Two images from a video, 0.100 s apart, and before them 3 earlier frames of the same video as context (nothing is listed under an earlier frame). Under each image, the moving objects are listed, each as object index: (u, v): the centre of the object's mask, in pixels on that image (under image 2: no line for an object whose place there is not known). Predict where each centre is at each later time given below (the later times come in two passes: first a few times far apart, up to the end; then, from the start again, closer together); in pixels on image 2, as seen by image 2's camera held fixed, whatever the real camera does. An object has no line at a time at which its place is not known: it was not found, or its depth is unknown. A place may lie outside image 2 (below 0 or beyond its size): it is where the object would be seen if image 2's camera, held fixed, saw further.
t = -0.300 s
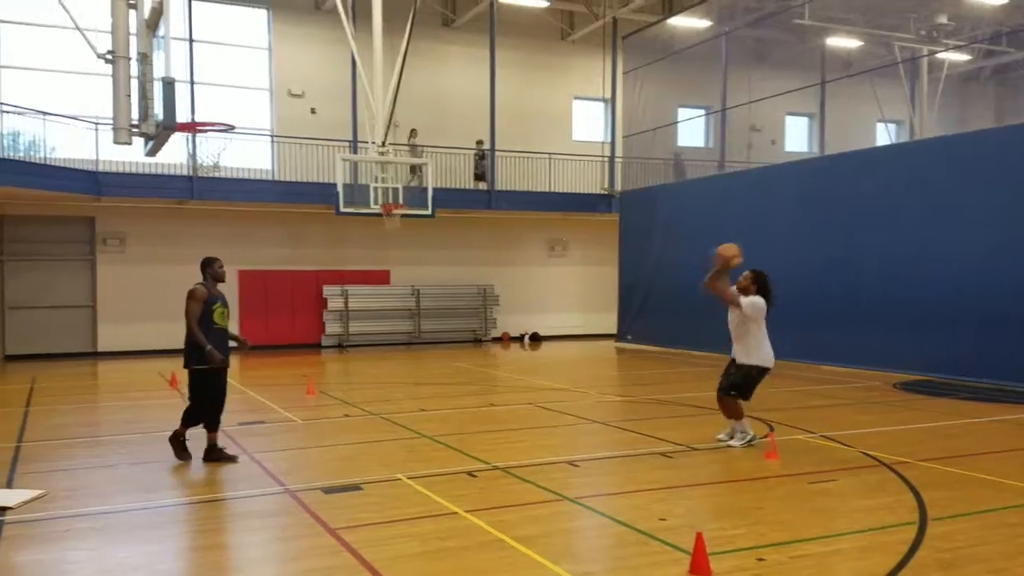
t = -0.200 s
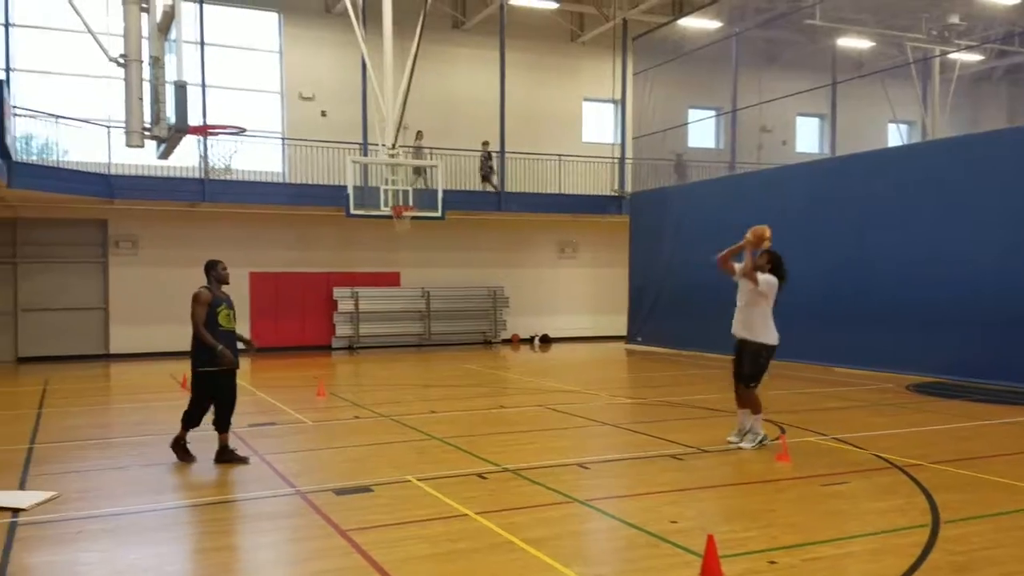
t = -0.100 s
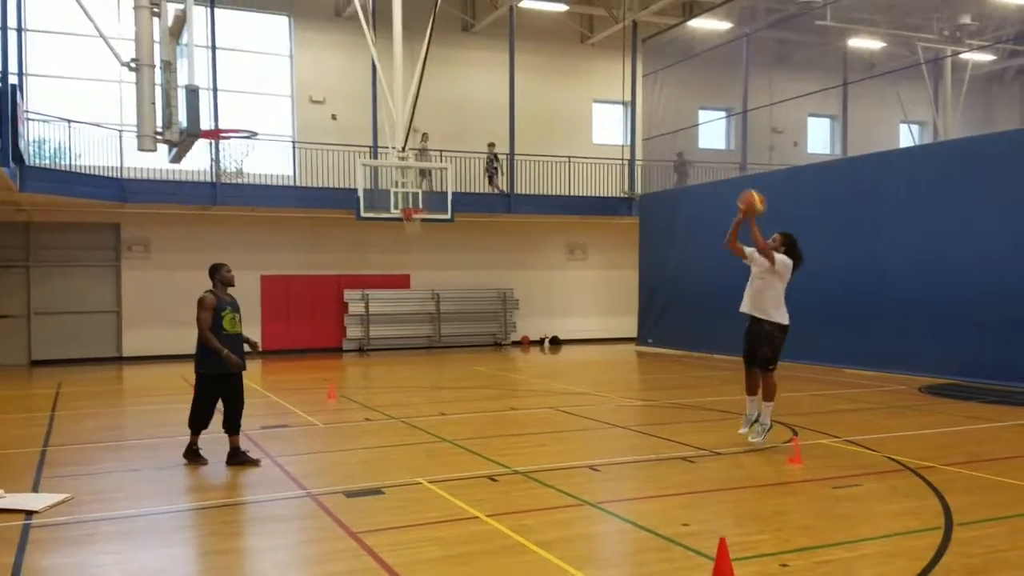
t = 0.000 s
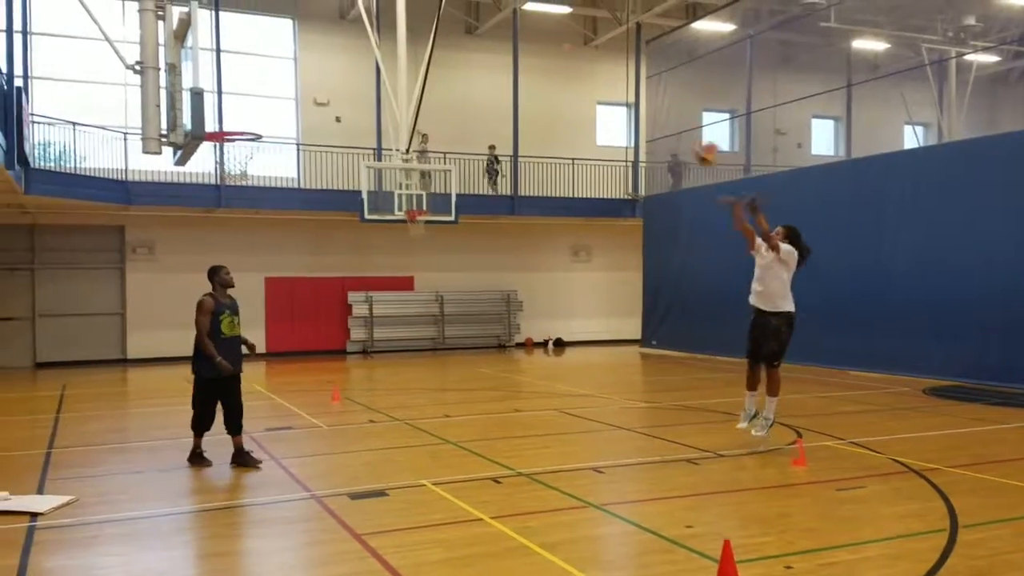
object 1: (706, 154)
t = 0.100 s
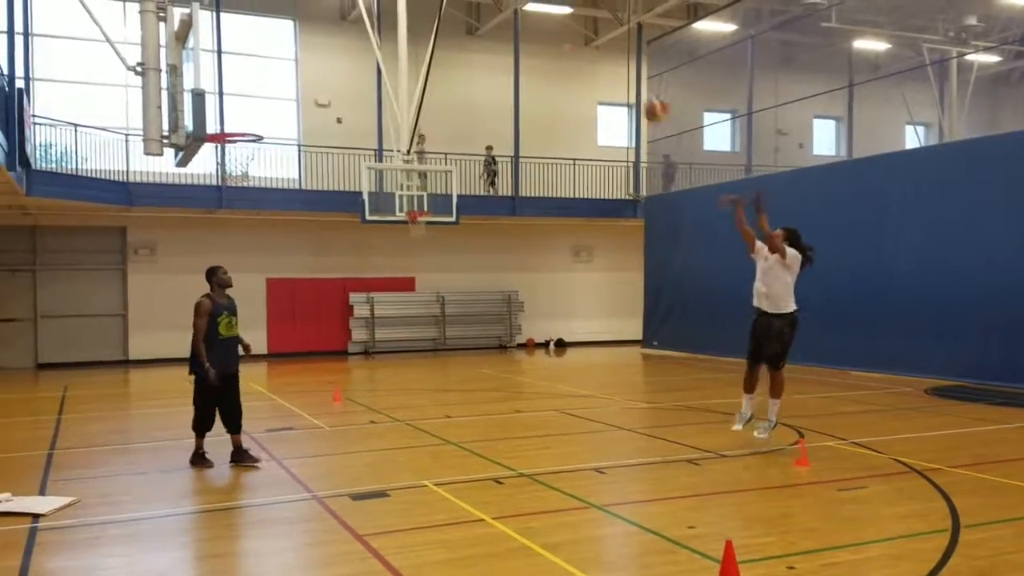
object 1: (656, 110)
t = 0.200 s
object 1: (604, 75)
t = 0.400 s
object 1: (501, 36)
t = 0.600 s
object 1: (396, 39)
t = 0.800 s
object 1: (295, 82)
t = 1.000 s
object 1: (246, 158)
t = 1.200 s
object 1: (266, 151)
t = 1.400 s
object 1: (244, 175)
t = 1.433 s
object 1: (241, 180)
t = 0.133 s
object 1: (639, 96)
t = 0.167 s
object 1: (621, 86)
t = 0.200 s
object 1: (604, 75)
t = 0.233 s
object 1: (587, 64)
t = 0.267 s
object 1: (567, 58)
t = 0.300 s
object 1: (550, 50)
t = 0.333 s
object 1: (535, 45)
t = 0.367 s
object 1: (519, 39)
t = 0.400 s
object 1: (501, 36)
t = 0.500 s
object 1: (449, 33)
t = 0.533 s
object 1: (433, 35)
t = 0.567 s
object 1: (414, 34)
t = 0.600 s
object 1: (396, 39)
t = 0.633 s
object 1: (380, 44)
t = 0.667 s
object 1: (361, 49)
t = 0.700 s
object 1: (345, 56)
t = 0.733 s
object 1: (328, 64)
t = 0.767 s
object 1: (311, 72)
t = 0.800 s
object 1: (295, 82)
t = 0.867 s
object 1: (260, 106)
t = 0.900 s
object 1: (242, 120)
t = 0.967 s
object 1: (233, 147)
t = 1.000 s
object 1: (246, 158)
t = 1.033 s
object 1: (258, 163)
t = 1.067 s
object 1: (265, 158)
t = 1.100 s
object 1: (268, 152)
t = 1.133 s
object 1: (269, 148)
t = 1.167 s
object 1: (269, 149)
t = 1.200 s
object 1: (266, 151)
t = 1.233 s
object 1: (264, 155)
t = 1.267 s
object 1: (263, 159)
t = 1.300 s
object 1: (259, 164)
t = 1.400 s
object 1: (244, 175)
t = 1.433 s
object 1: (241, 180)
